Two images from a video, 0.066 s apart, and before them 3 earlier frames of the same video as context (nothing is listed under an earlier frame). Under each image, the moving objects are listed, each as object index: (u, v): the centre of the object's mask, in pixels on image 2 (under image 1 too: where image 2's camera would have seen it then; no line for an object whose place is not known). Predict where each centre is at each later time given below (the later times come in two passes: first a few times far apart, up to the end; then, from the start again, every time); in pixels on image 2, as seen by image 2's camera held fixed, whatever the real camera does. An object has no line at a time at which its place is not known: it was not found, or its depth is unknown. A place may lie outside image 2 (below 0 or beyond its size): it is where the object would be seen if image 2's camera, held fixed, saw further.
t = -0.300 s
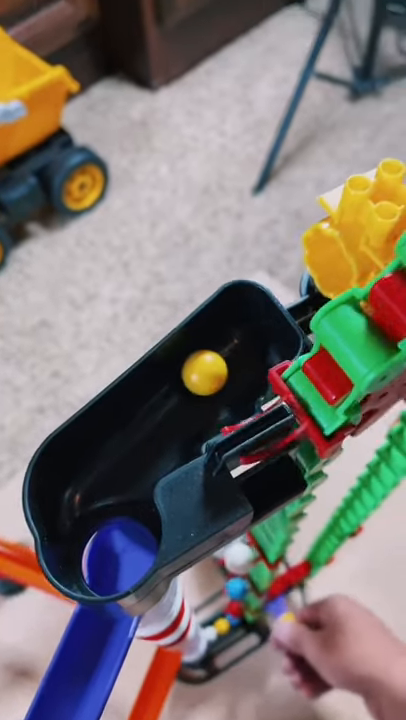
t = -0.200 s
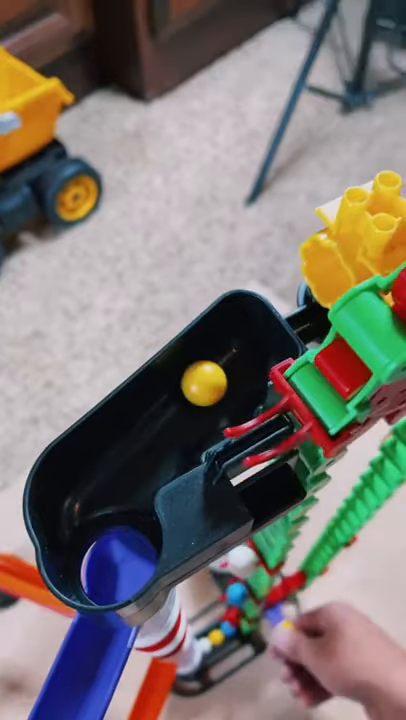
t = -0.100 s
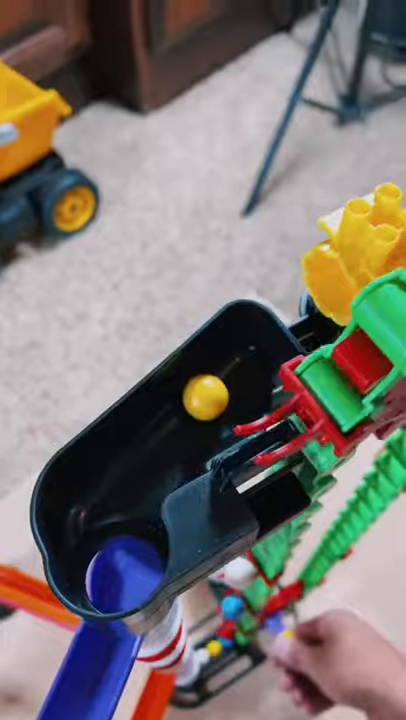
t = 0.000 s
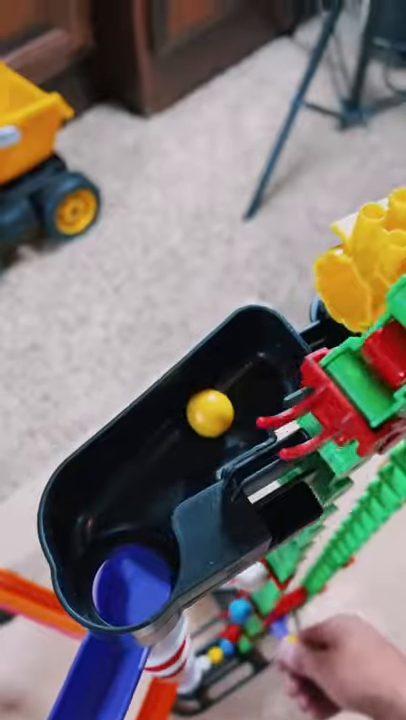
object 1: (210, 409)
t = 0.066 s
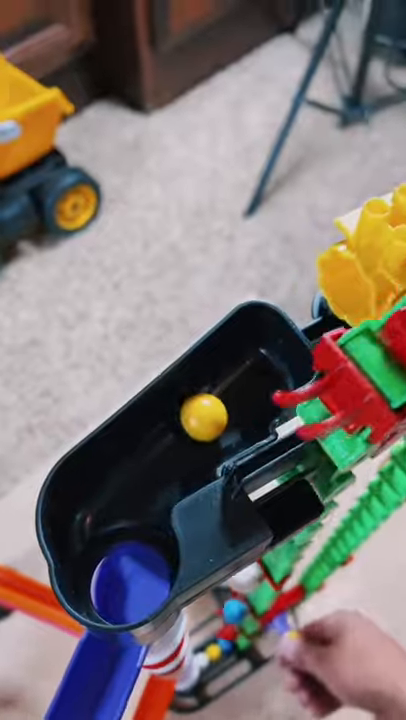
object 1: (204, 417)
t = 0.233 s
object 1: (173, 448)
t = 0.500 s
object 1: (93, 529)
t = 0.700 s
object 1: (91, 692)
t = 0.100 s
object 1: (199, 422)
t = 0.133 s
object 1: (194, 427)
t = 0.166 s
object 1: (187, 434)
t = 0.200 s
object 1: (181, 441)
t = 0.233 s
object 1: (173, 448)
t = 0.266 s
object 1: (164, 455)
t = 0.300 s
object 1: (156, 464)
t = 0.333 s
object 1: (146, 472)
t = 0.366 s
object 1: (137, 482)
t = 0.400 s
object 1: (126, 492)
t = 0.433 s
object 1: (116, 502)
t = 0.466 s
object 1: (104, 515)
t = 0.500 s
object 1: (93, 529)
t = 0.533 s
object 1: (88, 546)
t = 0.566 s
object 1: (101, 561)
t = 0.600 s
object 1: (129, 587)
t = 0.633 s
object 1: (123, 605)
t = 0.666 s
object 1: (108, 655)
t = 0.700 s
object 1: (91, 692)
